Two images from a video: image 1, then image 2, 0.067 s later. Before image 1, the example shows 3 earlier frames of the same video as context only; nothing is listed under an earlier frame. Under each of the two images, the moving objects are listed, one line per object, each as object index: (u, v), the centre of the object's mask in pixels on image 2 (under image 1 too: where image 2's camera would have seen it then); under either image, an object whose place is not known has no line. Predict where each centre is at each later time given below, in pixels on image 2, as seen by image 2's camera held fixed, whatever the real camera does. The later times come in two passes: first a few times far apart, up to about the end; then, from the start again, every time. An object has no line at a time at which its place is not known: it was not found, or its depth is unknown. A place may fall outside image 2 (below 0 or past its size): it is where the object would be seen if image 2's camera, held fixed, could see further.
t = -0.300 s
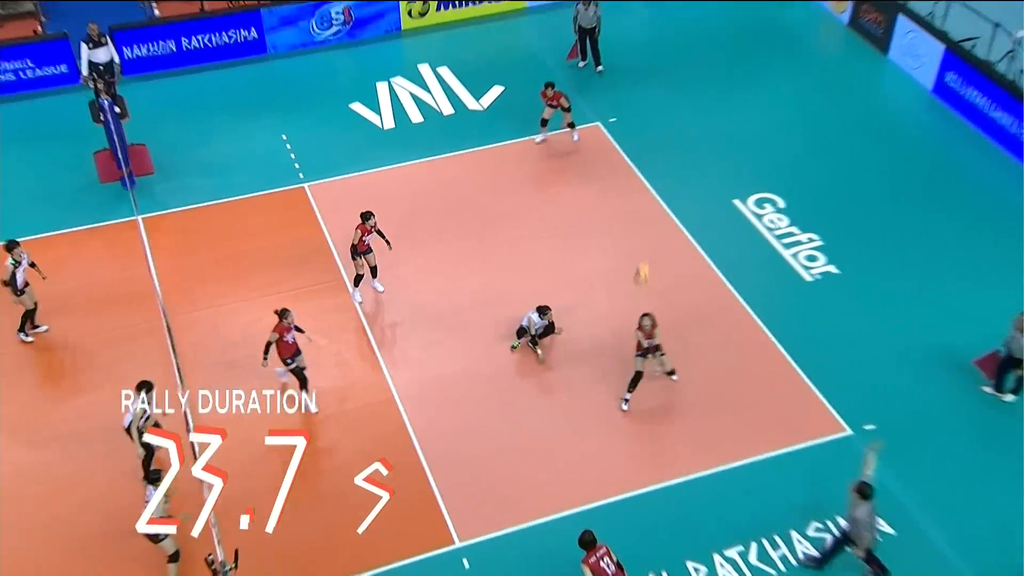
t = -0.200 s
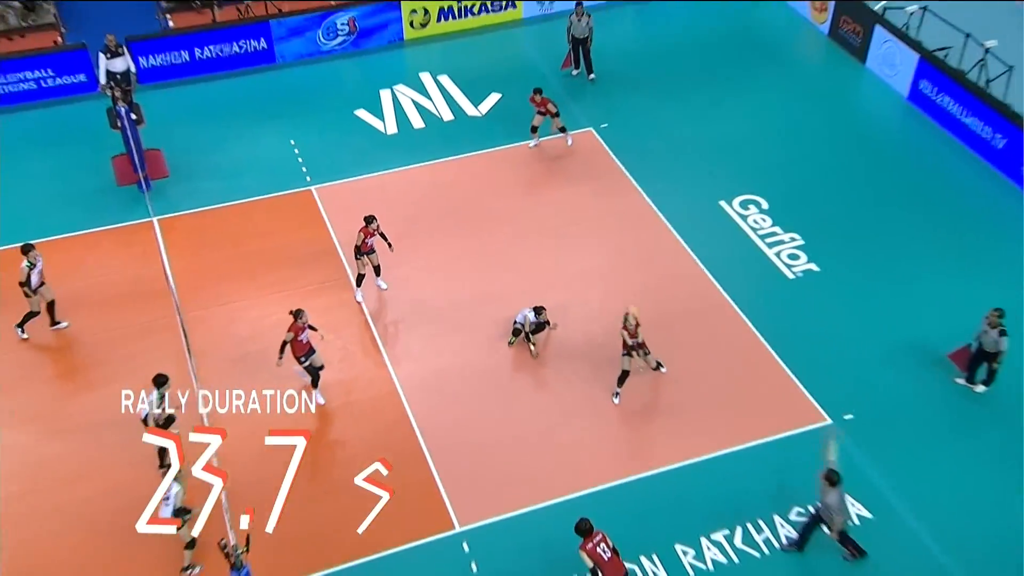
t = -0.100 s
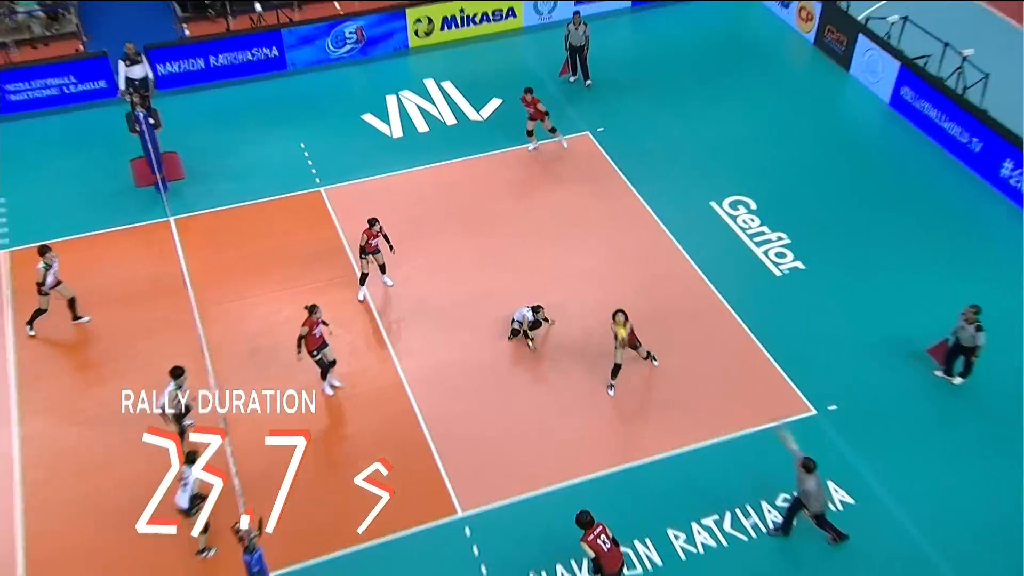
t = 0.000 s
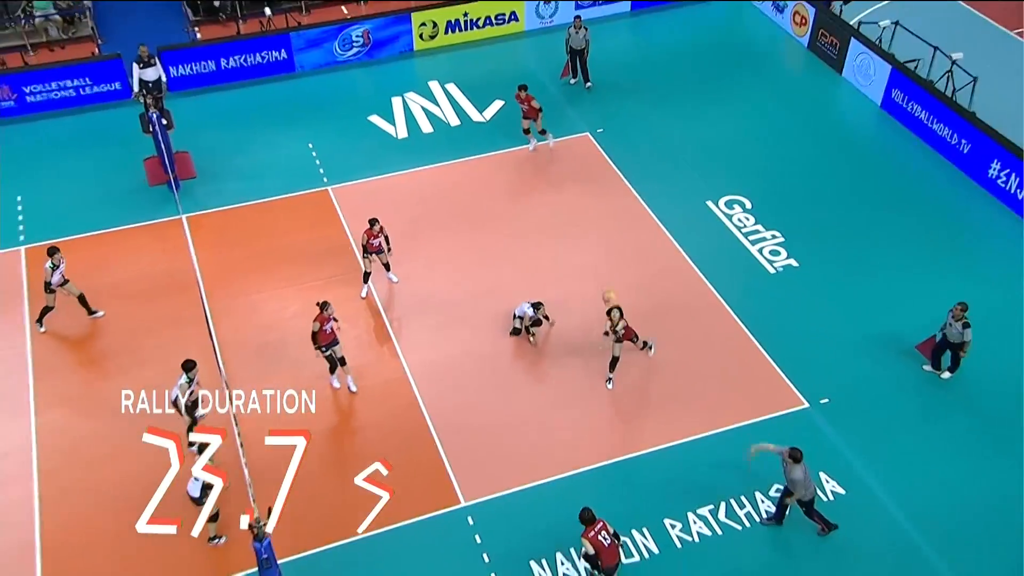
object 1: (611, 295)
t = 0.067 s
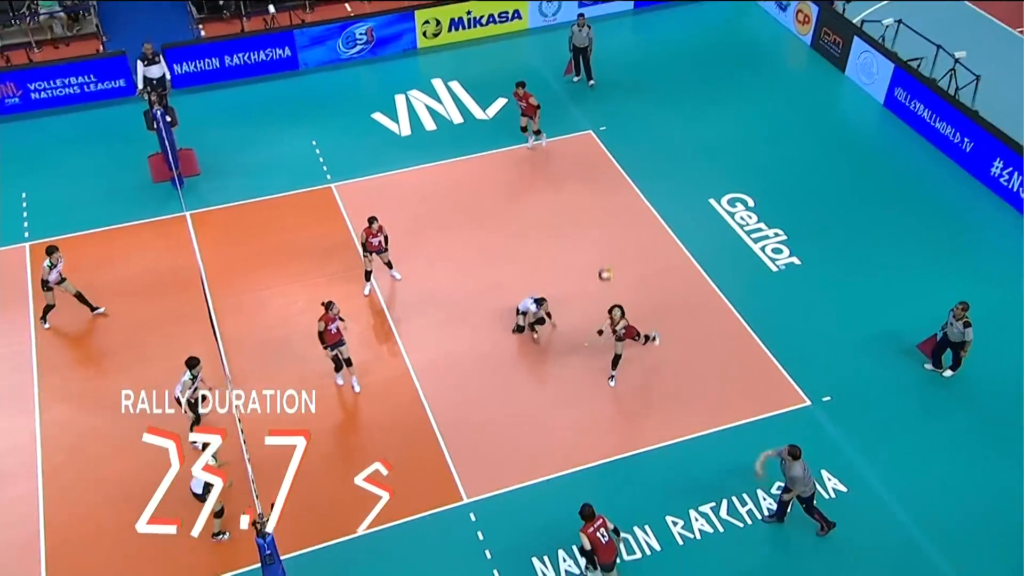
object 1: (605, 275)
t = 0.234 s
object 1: (588, 233)
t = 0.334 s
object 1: (577, 214)
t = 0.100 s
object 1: (602, 265)
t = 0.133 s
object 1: (599, 257)
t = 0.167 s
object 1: (595, 248)
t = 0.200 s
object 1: (592, 240)
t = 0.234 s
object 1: (588, 233)
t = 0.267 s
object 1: (584, 226)
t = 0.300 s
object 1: (580, 219)
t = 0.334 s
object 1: (577, 214)
